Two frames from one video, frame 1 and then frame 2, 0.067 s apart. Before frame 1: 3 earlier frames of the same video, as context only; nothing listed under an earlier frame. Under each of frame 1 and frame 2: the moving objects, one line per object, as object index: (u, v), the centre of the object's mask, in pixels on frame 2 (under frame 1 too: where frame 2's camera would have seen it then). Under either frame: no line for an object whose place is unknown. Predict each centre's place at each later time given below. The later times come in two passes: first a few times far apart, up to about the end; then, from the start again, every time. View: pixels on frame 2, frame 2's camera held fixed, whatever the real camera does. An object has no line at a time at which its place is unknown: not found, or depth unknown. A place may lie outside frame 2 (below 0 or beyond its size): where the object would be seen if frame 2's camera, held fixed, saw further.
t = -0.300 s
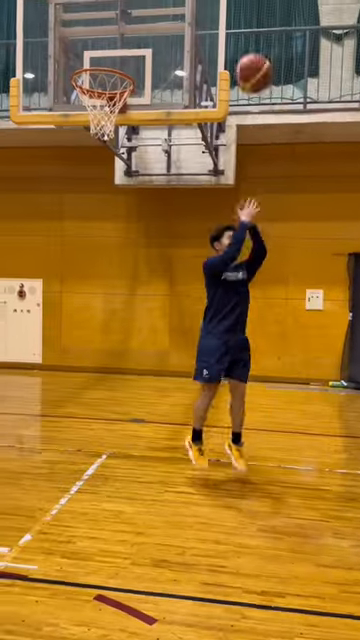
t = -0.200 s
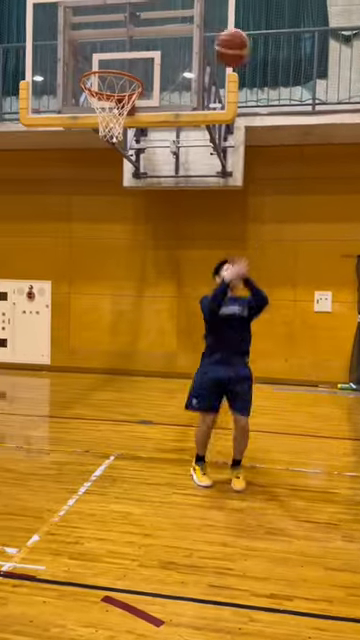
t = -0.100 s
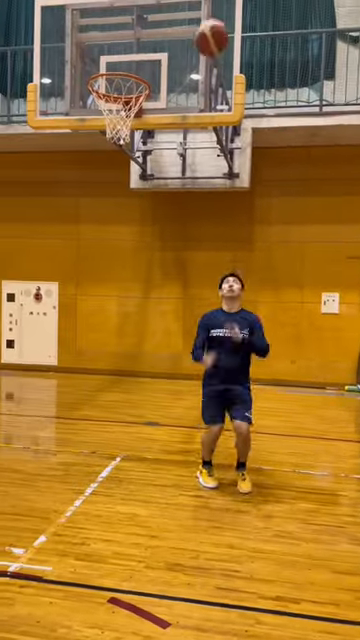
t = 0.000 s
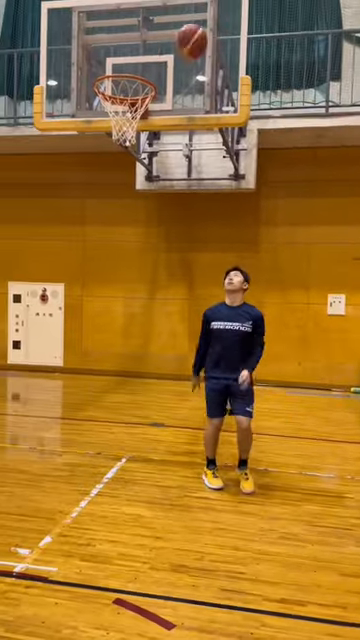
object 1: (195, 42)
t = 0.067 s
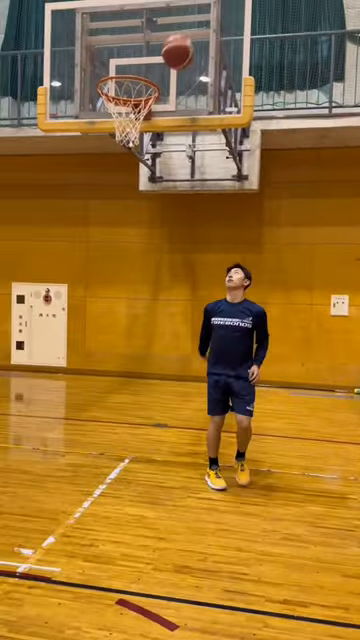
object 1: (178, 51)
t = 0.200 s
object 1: (149, 70)
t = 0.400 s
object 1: (120, 89)
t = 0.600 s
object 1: (133, 103)
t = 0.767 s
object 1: (136, 122)
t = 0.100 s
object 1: (169, 58)
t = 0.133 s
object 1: (161, 65)
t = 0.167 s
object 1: (155, 72)
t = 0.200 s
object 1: (149, 70)
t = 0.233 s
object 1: (143, 70)
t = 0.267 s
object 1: (136, 69)
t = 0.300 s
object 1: (130, 70)
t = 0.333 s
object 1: (124, 72)
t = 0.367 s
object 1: (119, 90)
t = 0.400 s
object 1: (120, 89)
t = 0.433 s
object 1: (120, 91)
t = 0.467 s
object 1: (122, 93)
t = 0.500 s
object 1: (125, 96)
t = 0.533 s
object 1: (123, 99)
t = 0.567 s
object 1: (126, 100)
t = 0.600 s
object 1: (133, 103)
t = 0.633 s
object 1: (134, 104)
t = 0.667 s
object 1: (136, 107)
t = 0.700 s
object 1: (136, 110)
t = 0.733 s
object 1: (136, 116)
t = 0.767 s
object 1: (136, 122)
